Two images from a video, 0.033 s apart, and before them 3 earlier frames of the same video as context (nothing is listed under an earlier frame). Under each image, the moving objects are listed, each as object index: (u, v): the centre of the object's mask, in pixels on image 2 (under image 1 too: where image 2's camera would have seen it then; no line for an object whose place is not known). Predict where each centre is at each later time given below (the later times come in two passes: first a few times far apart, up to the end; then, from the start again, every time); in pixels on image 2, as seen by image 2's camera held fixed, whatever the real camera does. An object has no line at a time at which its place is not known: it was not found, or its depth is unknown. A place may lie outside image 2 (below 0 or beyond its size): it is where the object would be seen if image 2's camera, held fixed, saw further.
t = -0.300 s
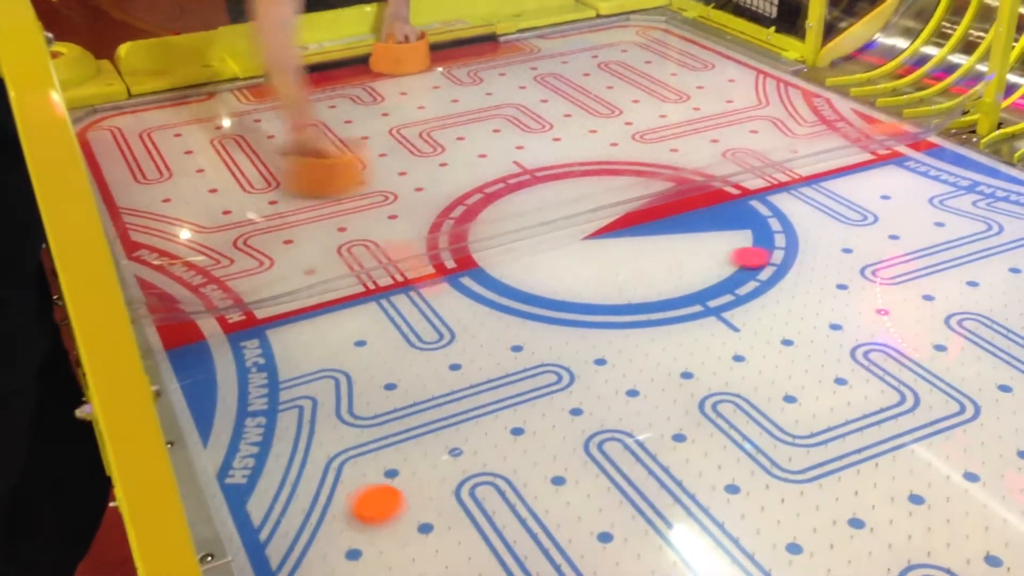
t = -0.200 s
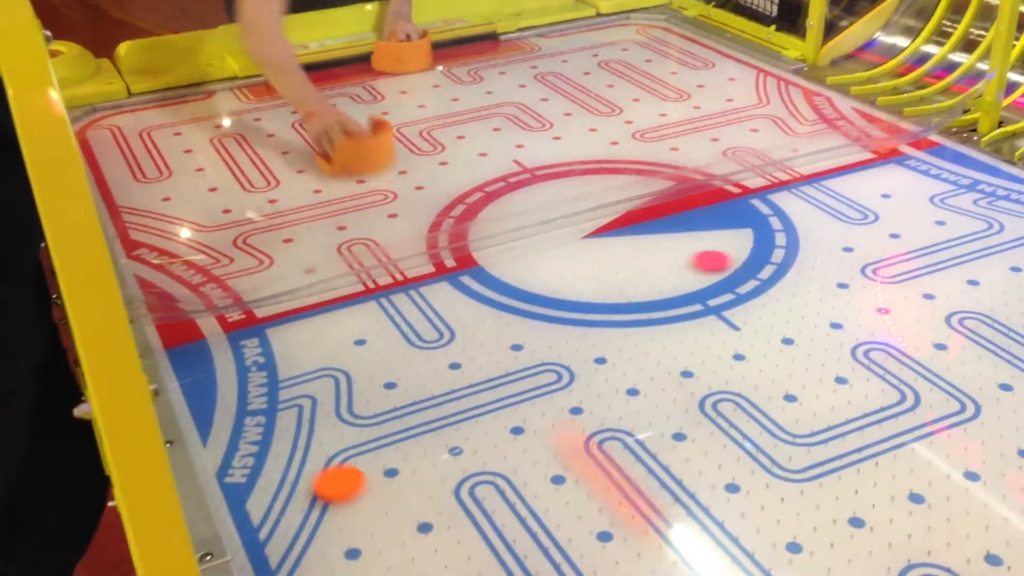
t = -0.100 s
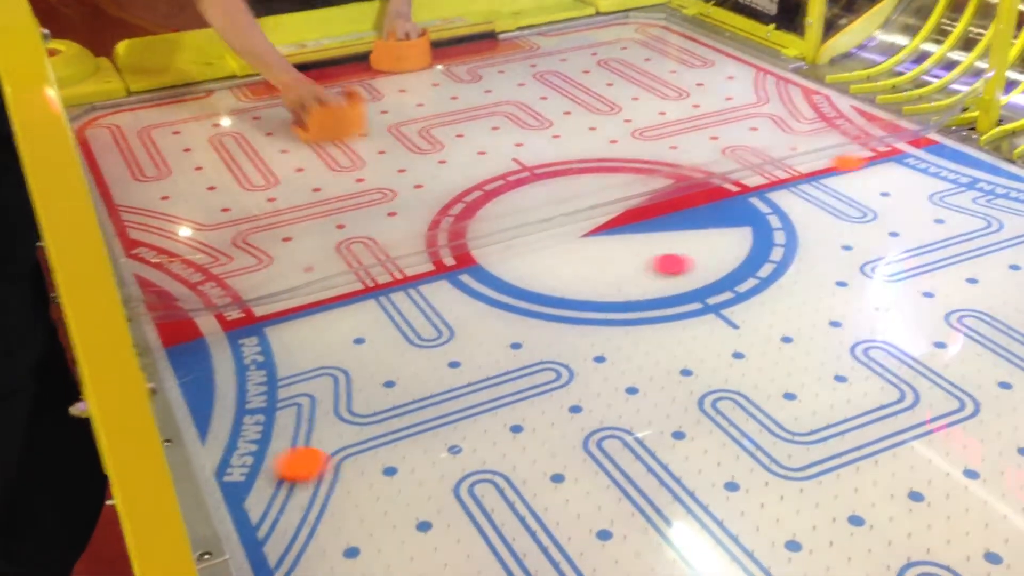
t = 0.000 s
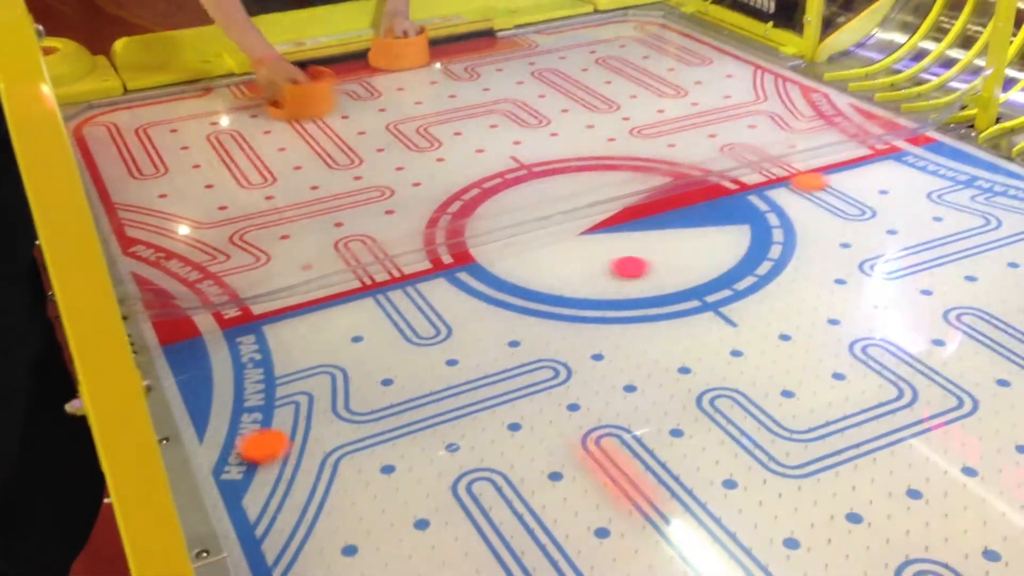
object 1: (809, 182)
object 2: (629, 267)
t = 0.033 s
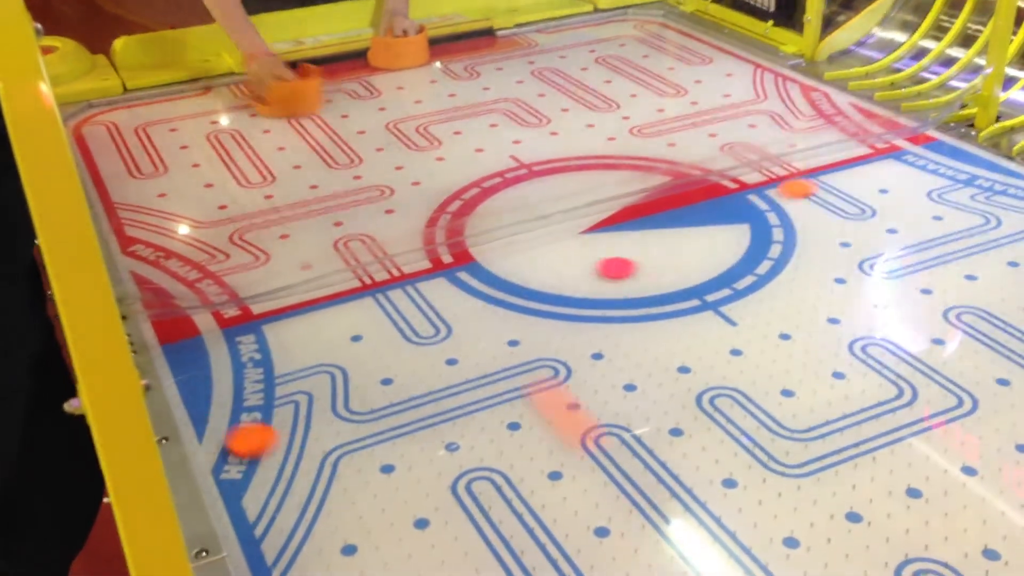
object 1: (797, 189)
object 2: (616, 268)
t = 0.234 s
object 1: (716, 239)
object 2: (536, 279)
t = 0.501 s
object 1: (585, 320)
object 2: (427, 294)
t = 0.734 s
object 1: (438, 412)
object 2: (328, 307)
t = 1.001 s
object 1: (277, 524)
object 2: (255, 328)
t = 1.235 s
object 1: (444, 477)
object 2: (199, 349)
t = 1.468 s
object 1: (591, 437)
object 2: (212, 355)
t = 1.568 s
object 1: (651, 421)
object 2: (239, 353)
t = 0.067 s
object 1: (784, 197)
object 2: (603, 270)
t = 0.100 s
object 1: (771, 205)
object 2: (590, 272)
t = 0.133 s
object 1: (757, 213)
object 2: (576, 273)
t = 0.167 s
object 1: (745, 221)
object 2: (563, 275)
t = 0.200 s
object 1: (730, 230)
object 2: (550, 277)
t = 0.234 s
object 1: (716, 239)
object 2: (536, 279)
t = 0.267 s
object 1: (702, 249)
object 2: (527, 284)
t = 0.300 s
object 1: (686, 258)
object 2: (510, 285)
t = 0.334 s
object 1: (670, 268)
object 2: (495, 285)
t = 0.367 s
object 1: (654, 278)
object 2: (483, 286)
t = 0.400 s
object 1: (638, 286)
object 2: (469, 288)
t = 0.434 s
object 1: (620, 298)
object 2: (454, 291)
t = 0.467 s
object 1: (603, 309)
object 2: (442, 291)
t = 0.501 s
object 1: (585, 320)
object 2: (427, 294)
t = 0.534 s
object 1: (566, 332)
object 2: (412, 295)
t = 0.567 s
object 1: (546, 344)
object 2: (399, 297)
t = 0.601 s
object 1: (526, 356)
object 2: (385, 299)
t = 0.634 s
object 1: (506, 370)
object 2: (370, 301)
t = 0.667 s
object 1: (483, 384)
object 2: (356, 303)
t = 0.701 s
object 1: (461, 398)
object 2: (342, 304)
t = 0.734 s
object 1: (438, 412)
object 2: (328, 307)
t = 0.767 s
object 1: (413, 428)
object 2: (312, 309)
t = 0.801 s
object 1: (389, 444)
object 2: (300, 311)
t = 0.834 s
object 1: (361, 462)
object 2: (292, 314)
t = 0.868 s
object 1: (335, 478)
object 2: (285, 316)
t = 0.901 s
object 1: (307, 496)
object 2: (278, 319)
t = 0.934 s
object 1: (274, 517)
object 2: (271, 322)
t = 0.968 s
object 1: (254, 530)
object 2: (263, 325)
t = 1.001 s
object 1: (277, 524)
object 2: (255, 328)
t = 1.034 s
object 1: (302, 517)
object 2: (247, 331)
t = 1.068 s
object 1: (327, 510)
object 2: (241, 333)
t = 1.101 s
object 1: (351, 503)
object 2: (233, 336)
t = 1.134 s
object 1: (375, 496)
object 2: (224, 339)
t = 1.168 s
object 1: (397, 490)
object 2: (216, 342)
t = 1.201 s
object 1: (422, 483)
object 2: (208, 346)
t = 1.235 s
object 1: (444, 477)
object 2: (199, 349)
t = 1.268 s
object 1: (465, 471)
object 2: (190, 352)
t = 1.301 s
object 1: (487, 465)
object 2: (183, 355)
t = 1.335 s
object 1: (508, 459)
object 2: (180, 357)
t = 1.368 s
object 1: (530, 453)
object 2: (187, 357)
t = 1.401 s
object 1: (550, 448)
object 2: (195, 356)
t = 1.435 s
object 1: (570, 442)
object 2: (203, 355)
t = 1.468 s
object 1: (591, 437)
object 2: (212, 355)
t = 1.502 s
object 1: (613, 432)
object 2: (221, 354)
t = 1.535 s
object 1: (632, 427)
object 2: (230, 353)
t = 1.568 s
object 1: (651, 421)
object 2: (239, 353)
